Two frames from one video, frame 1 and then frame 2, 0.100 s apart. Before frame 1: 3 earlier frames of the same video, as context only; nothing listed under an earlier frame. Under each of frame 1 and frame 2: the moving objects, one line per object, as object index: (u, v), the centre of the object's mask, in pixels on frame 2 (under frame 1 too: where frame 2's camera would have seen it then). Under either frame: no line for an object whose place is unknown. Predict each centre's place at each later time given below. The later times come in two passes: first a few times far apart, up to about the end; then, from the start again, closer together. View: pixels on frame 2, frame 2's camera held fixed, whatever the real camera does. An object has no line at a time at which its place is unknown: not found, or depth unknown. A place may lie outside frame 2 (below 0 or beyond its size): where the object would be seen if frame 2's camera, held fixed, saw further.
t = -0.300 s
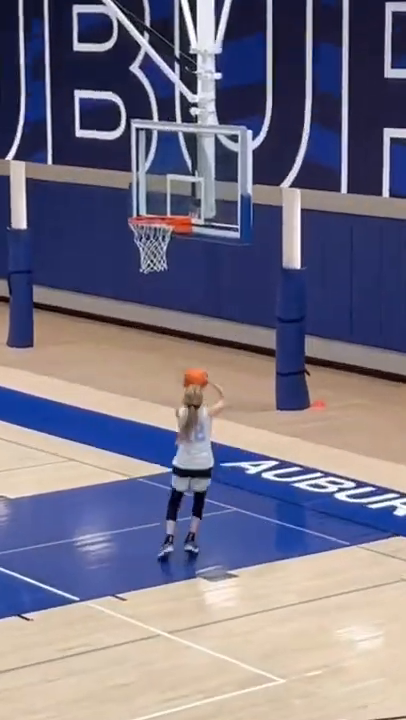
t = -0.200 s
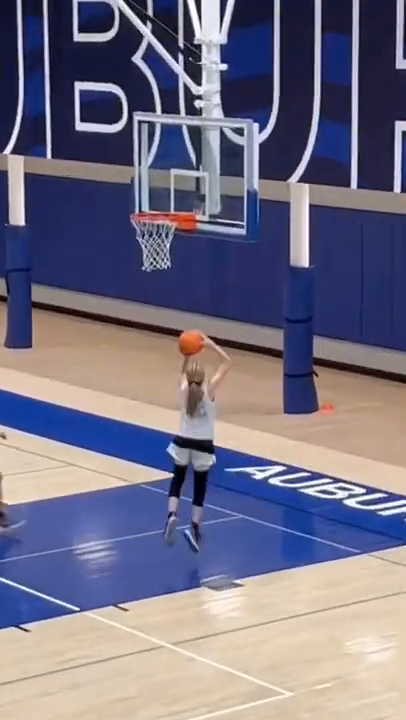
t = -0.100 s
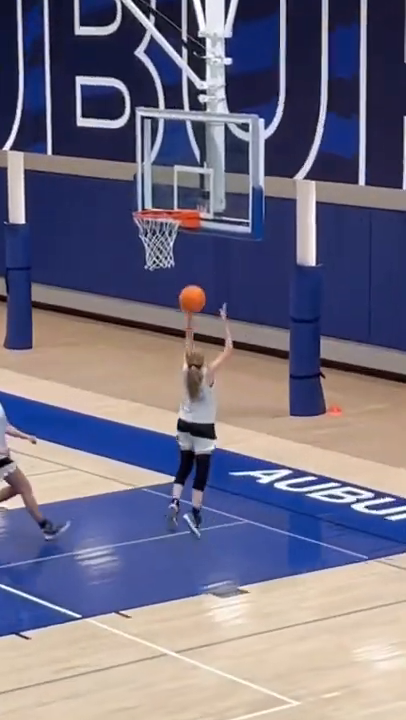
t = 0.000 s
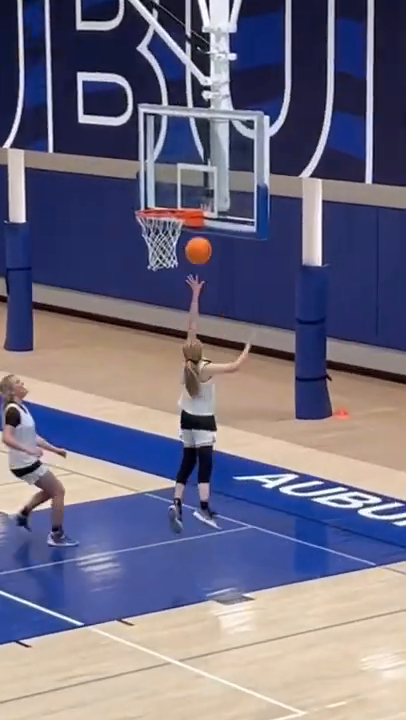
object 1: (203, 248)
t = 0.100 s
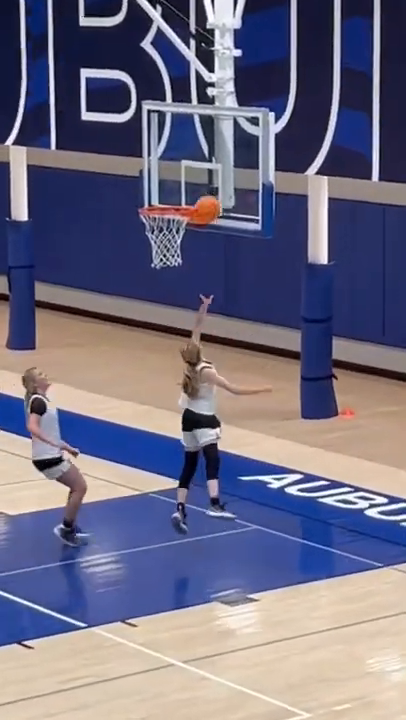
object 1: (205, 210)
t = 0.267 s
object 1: (198, 181)
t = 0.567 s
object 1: (164, 225)
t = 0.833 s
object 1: (185, 274)
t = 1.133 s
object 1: (202, 397)
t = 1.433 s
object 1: (216, 475)
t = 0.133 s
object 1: (209, 198)
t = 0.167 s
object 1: (210, 190)
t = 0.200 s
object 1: (211, 183)
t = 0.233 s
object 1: (206, 182)
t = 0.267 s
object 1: (198, 181)
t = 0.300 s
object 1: (192, 182)
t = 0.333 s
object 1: (186, 184)
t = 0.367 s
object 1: (179, 187)
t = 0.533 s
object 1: (160, 218)
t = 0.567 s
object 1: (164, 225)
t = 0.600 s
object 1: (167, 229)
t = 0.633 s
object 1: (171, 237)
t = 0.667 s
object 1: (175, 246)
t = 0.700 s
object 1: (177, 249)
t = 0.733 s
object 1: (179, 253)
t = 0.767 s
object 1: (180, 259)
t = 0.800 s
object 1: (184, 267)
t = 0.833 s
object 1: (185, 274)
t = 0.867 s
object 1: (187, 283)
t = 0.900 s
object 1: (189, 293)
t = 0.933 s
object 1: (191, 304)
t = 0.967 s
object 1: (192, 316)
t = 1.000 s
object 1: (194, 330)
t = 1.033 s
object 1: (195, 345)
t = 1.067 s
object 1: (199, 360)
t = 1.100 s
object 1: (200, 378)
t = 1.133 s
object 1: (202, 397)
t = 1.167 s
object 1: (204, 415)
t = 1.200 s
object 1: (207, 435)
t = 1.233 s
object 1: (208, 456)
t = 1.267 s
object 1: (210, 477)
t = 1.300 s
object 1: (212, 500)
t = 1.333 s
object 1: (213, 524)
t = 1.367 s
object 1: (214, 507)
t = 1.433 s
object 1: (216, 475)
